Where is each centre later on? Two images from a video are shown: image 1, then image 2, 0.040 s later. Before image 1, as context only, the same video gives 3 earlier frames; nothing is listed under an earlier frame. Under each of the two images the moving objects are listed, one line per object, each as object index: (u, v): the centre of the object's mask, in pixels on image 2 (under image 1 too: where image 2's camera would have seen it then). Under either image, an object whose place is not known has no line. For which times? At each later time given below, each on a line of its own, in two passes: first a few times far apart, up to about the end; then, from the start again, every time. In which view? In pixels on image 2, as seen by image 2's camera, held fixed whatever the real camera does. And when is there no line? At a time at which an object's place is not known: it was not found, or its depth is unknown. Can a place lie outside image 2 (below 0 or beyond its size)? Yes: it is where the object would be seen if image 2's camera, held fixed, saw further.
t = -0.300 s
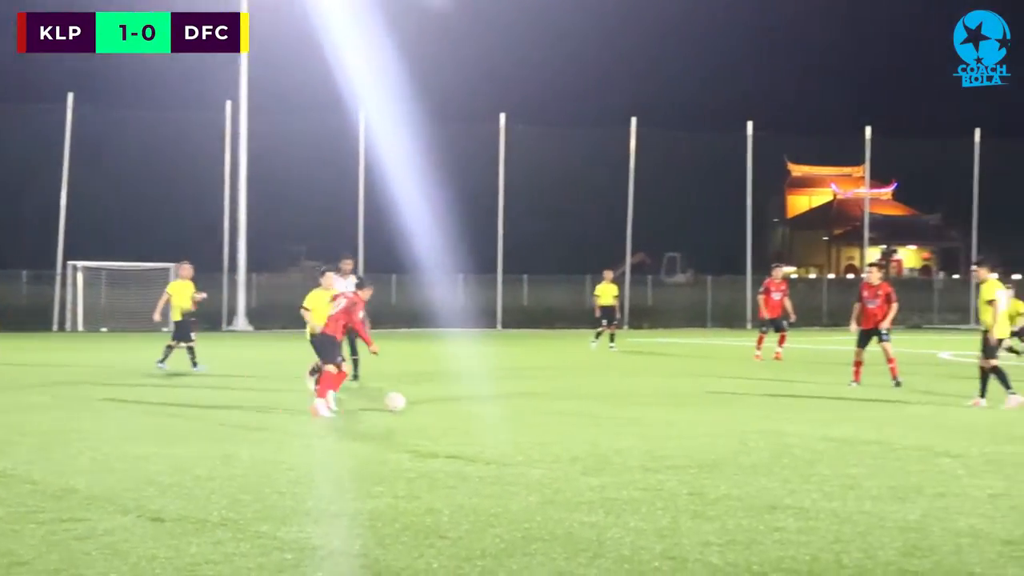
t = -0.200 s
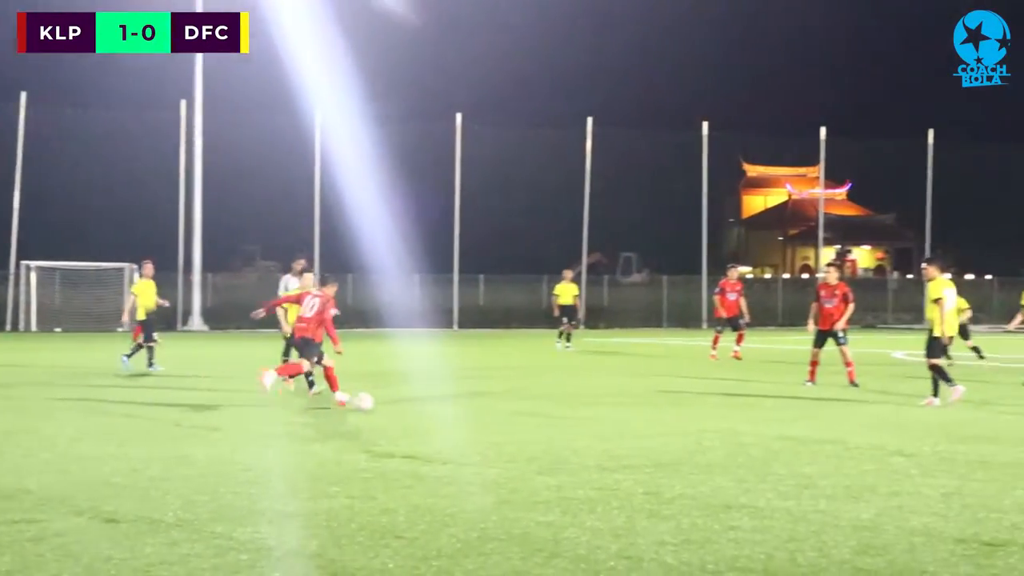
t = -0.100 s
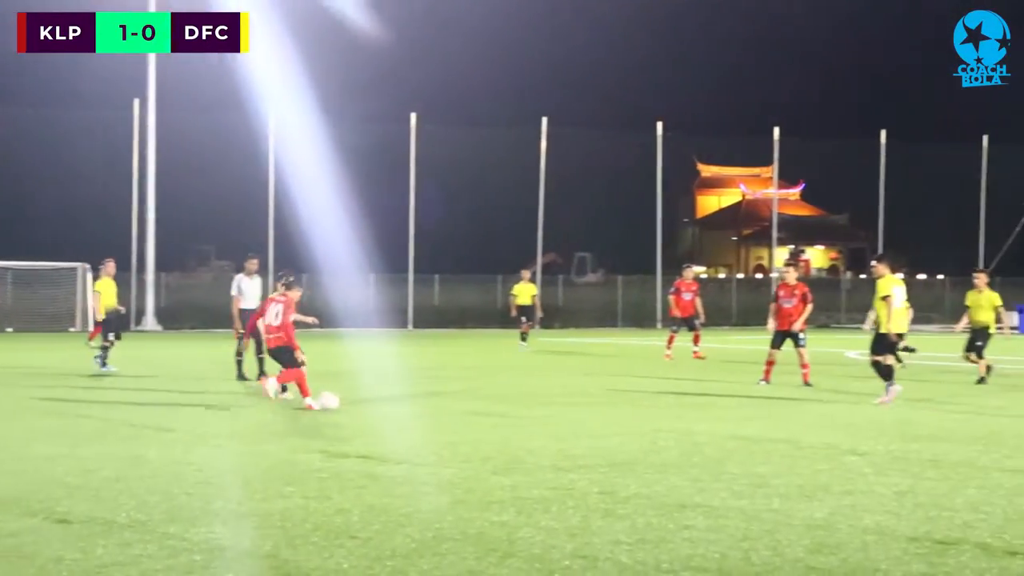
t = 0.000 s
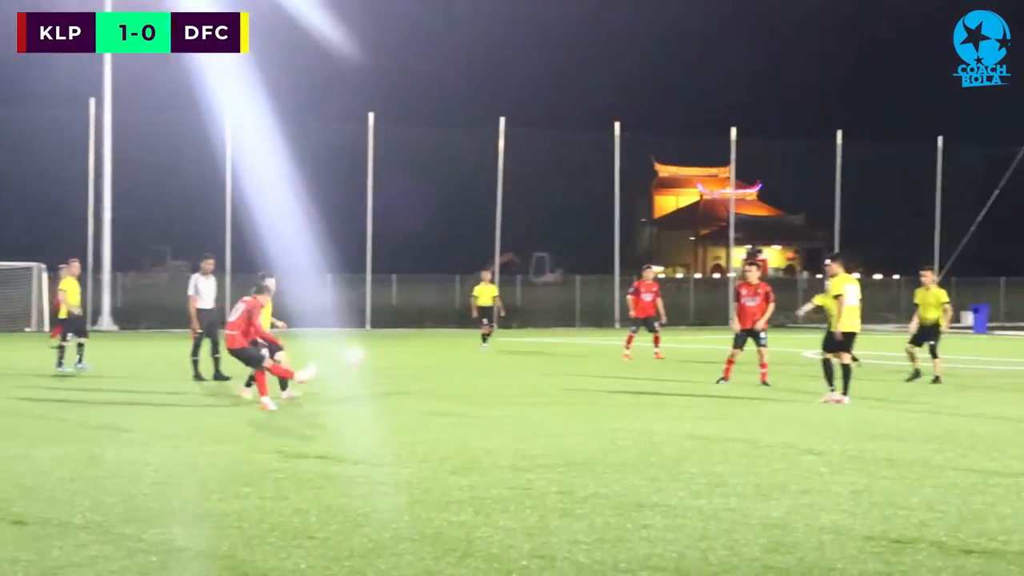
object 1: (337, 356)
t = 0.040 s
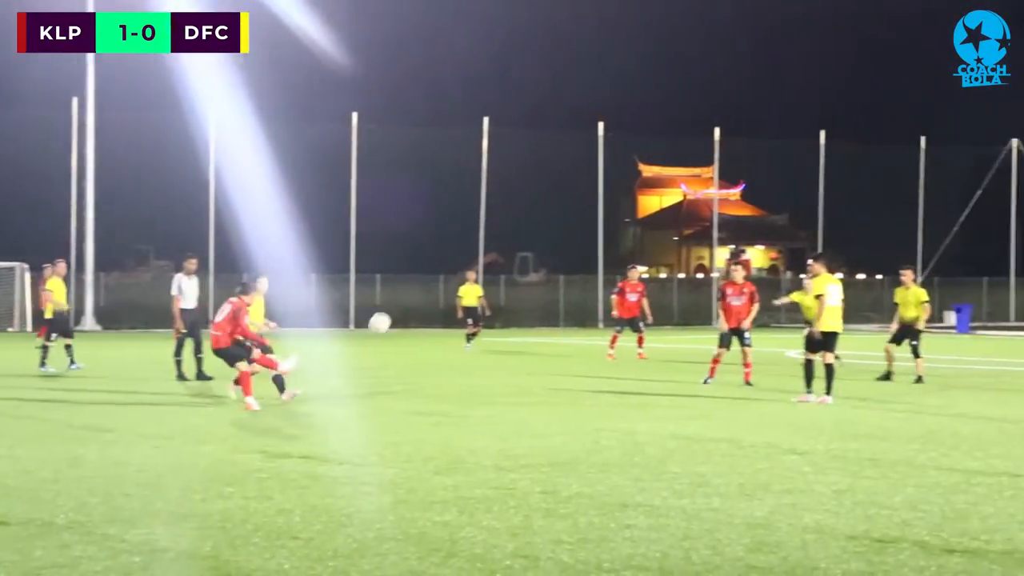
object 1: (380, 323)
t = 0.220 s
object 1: (546, 208)
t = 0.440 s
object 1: (705, 113)
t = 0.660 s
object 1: (831, 58)
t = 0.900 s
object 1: (941, 36)
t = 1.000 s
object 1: (964, 37)
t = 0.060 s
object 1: (400, 308)
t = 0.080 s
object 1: (420, 294)
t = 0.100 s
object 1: (440, 280)
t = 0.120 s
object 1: (459, 267)
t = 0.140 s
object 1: (477, 254)
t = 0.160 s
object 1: (495, 242)
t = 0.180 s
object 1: (512, 230)
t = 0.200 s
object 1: (529, 219)
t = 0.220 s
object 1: (546, 208)
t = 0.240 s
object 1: (562, 197)
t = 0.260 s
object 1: (578, 187)
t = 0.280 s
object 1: (594, 177)
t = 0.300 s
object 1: (609, 168)
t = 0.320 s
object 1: (623, 159)
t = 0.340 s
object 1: (637, 151)
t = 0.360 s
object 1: (651, 143)
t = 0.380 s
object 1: (665, 135)
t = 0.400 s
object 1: (679, 127)
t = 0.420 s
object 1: (692, 120)
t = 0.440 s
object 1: (705, 113)
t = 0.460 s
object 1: (717, 107)
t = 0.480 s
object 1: (730, 101)
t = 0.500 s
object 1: (742, 95)
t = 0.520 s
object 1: (754, 89)
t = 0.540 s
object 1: (765, 84)
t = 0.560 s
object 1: (777, 79)
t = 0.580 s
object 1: (788, 74)
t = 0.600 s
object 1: (799, 70)
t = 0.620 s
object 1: (810, 66)
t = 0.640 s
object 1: (820, 62)
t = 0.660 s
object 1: (831, 58)
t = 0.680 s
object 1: (841, 55)
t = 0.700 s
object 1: (851, 52)
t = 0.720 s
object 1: (861, 49)
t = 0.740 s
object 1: (871, 46)
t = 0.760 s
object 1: (880, 44)
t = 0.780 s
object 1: (890, 42)
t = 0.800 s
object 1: (898, 41)
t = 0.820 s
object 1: (907, 39)
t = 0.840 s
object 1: (916, 38)
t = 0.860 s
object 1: (925, 37)
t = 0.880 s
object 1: (933, 36)
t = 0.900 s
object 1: (941, 36)
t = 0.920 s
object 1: (949, 36)
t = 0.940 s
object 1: (956, 36)
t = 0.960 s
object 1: (958, 36)
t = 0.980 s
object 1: (958, 37)
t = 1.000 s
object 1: (964, 37)
